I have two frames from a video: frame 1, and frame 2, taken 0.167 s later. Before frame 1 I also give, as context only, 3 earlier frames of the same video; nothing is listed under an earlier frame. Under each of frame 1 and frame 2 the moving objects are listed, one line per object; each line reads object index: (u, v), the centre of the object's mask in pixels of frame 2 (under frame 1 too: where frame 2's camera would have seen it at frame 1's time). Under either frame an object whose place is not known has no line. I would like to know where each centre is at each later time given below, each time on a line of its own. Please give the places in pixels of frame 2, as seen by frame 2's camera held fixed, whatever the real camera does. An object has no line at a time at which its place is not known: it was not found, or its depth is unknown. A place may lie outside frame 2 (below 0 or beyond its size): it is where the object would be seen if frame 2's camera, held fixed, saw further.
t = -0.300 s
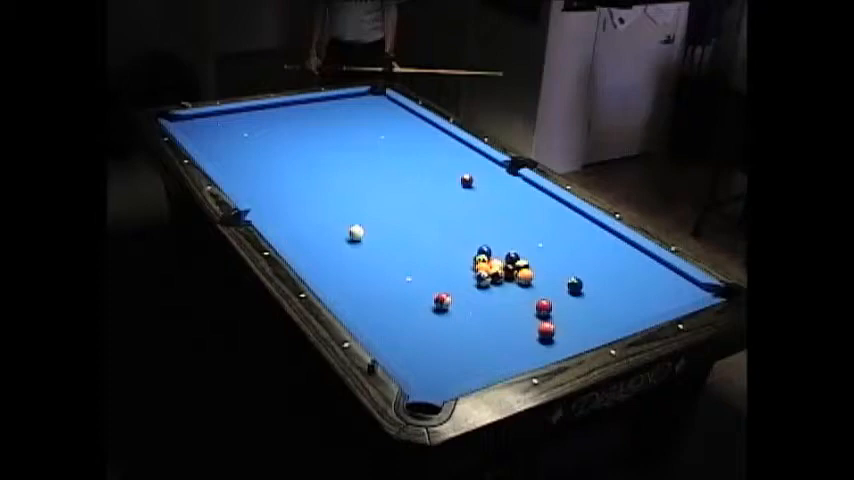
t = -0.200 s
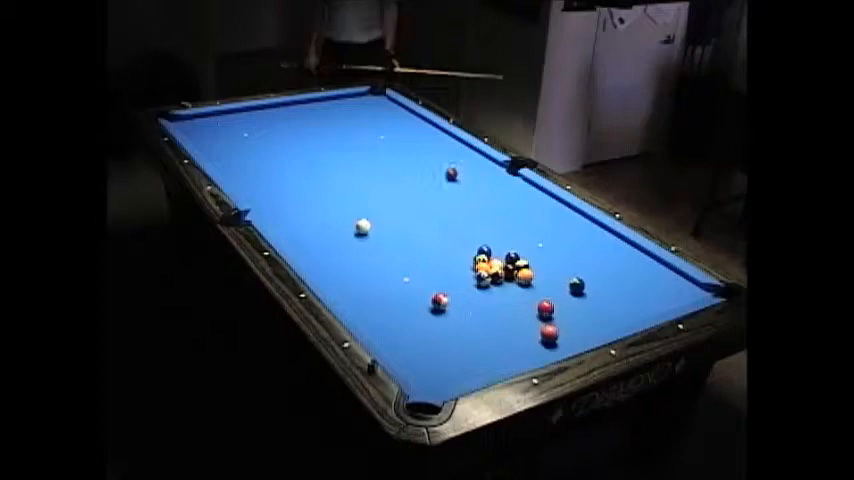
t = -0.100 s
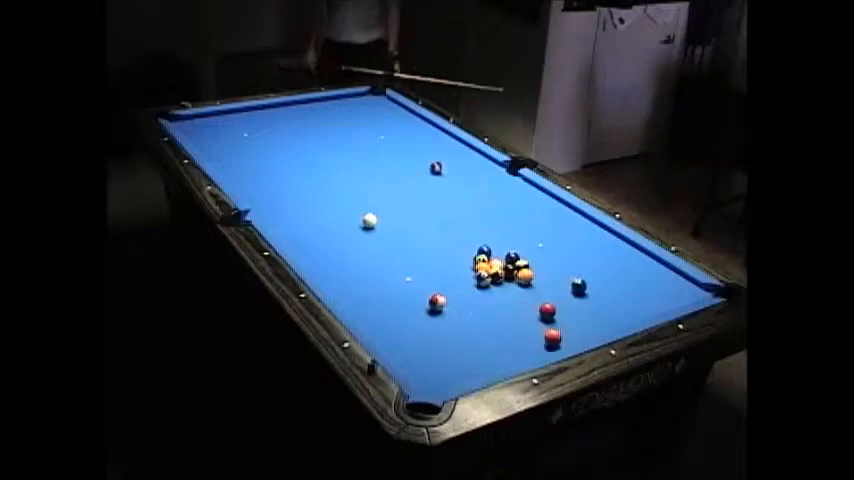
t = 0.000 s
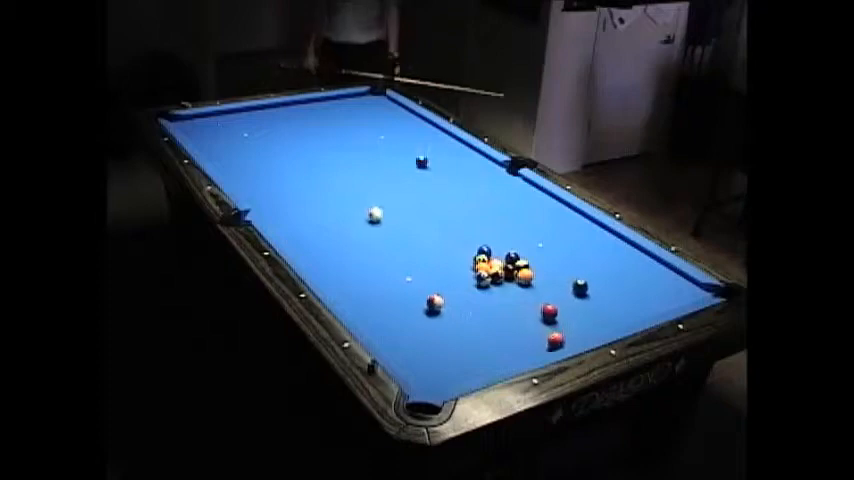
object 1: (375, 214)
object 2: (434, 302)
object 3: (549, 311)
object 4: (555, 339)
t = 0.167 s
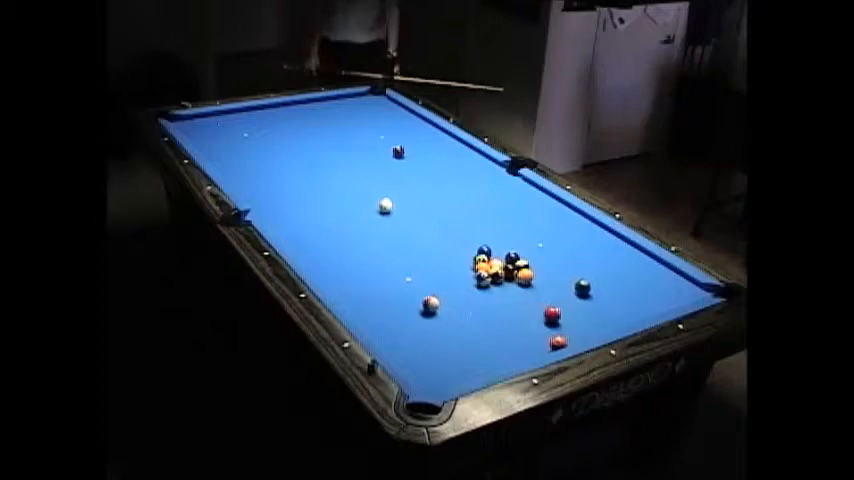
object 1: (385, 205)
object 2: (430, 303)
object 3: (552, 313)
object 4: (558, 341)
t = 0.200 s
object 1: (387, 204)
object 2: (430, 304)
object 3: (552, 314)
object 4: (558, 341)
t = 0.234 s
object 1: (388, 202)
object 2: (429, 304)
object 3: (553, 314)
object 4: (557, 341)
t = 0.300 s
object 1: (392, 198)
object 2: (427, 304)
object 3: (553, 315)
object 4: (555, 340)
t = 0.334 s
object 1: (394, 197)
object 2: (427, 304)
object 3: (553, 315)
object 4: (555, 341)
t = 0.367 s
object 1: (396, 196)
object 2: (426, 305)
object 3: (554, 316)
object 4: (553, 340)
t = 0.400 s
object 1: (397, 193)
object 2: (426, 305)
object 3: (555, 316)
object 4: (553, 339)
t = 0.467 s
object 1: (401, 190)
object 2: (424, 305)
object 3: (556, 316)
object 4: (551, 338)
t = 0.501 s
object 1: (402, 189)
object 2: (424, 305)
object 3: (556, 316)
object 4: (550, 338)
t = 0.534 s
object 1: (404, 187)
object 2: (423, 305)
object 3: (556, 317)
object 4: (549, 338)
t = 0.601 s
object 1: (407, 184)
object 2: (422, 306)
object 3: (557, 317)
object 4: (548, 337)
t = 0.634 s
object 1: (409, 183)
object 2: (422, 306)
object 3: (558, 317)
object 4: (547, 337)
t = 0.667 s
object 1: (410, 181)
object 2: (421, 305)
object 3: (558, 317)
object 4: (546, 336)
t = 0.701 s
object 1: (412, 180)
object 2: (421, 306)
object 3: (559, 318)
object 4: (546, 335)
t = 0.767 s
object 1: (415, 177)
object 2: (420, 306)
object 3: (559, 318)
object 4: (544, 335)
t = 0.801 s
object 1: (416, 175)
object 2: (420, 306)
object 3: (559, 318)
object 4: (544, 335)
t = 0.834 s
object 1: (417, 174)
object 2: (420, 306)
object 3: (559, 319)
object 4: (543, 334)
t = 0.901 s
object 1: (421, 171)
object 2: (419, 306)
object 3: (560, 319)
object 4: (542, 334)
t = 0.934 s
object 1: (422, 170)
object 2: (418, 306)
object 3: (560, 319)
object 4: (542, 334)
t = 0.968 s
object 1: (423, 169)
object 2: (418, 306)
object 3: (560, 319)
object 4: (541, 334)
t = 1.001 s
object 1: (424, 167)
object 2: (418, 306)
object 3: (560, 319)
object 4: (541, 334)
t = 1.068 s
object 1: (427, 165)
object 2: (418, 306)
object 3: (561, 320)
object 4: (539, 332)
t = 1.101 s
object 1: (428, 164)
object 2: (418, 306)
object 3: (560, 319)
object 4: (539, 332)
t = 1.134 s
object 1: (430, 162)
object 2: (418, 307)
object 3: (561, 320)
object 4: (538, 332)
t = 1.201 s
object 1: (432, 160)
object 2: (417, 307)
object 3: (561, 319)
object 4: (538, 332)
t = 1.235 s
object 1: (433, 159)
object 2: (417, 307)
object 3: (561, 320)
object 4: (537, 331)
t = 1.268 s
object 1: (434, 158)
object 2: (417, 307)
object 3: (561, 320)
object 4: (537, 331)
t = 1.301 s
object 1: (436, 157)
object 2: (417, 307)
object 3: (561, 319)
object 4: (537, 330)
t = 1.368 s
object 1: (438, 154)
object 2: (417, 307)
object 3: (561, 319)
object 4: (537, 330)
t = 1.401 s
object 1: (440, 154)
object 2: (417, 307)
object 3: (561, 319)
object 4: (536, 330)
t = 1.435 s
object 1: (440, 153)
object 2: (417, 307)
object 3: (561, 319)
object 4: (536, 330)
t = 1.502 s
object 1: (443, 150)
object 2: (417, 307)
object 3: (561, 319)
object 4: (536, 330)
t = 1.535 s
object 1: (443, 149)
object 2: (417, 307)
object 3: (561, 319)
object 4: (536, 330)
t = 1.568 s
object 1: (445, 148)
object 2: (417, 307)
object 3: (561, 319)
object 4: (536, 330)
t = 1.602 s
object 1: (446, 147)
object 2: (417, 307)
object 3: (561, 319)
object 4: (536, 330)
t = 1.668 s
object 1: (448, 145)
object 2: (417, 307)
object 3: (561, 319)
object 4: (536, 329)
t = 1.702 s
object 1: (449, 145)
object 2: (417, 307)
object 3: (561, 319)
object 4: (536, 329)
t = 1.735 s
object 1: (450, 144)
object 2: (417, 307)
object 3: (561, 319)
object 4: (536, 329)
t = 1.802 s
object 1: (453, 142)
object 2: (417, 307)
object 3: (561, 319)
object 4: (536, 329)
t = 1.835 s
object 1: (454, 141)
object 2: (417, 307)
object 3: (561, 319)
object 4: (535, 329)
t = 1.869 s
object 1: (455, 140)
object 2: (417, 307)
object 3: (561, 319)
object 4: (535, 329)
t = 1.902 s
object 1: (455, 139)
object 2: (417, 307)
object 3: (561, 319)
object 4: (535, 329)
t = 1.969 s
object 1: (453, 138)
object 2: (417, 307)
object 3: (561, 319)
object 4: (535, 329)
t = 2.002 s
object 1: (451, 138)
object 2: (417, 307)
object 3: (561, 319)
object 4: (535, 329)
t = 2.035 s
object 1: (449, 138)
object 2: (417, 307)
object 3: (561, 319)
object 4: (535, 329)
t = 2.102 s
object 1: (446, 138)
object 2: (417, 307)
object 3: (561, 319)
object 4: (535, 329)
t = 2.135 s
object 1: (445, 138)
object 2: (417, 307)
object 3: (561, 319)
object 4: (535, 329)
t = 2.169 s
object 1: (443, 137)
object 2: (417, 307)
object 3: (561, 319)
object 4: (535, 329)
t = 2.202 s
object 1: (441, 137)
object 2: (417, 307)
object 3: (561, 319)
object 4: (535, 329)
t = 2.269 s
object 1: (439, 137)
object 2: (417, 307)
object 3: (561, 319)
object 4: (535, 329)
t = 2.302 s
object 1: (437, 137)
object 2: (417, 307)
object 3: (561, 319)
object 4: (535, 329)
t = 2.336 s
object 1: (435, 136)
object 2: (417, 307)
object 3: (561, 319)
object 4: (535, 329)
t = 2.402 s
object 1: (432, 136)
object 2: (417, 307)
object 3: (561, 319)
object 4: (535, 329)
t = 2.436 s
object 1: (431, 136)
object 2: (417, 307)
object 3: (561, 319)
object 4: (535, 329)
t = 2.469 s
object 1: (430, 136)
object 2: (417, 307)
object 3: (561, 319)
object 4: (535, 329)
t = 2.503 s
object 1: (429, 136)
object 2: (417, 306)
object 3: (561, 319)
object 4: (535, 329)
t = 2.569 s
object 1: (426, 136)
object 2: (417, 306)
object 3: (561, 319)
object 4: (535, 329)
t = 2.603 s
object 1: (424, 136)
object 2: (417, 306)
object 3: (561, 319)
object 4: (535, 329)
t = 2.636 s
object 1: (423, 136)
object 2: (417, 306)
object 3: (561, 319)
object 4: (535, 329)
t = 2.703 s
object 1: (421, 136)
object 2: (417, 306)
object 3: (561, 319)
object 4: (535, 329)
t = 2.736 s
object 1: (419, 136)
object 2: (417, 306)
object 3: (561, 319)
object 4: (535, 329)
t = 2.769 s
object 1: (418, 135)
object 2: (417, 306)
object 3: (561, 319)
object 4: (535, 329)
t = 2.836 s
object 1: (415, 135)
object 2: (417, 306)
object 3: (561, 319)
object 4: (535, 329)
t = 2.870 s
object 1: (414, 135)
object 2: (417, 306)
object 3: (561, 319)
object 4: (535, 329)
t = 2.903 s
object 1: (413, 135)
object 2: (417, 306)
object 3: (561, 319)
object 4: (535, 329)
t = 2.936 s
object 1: (411, 135)
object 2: (417, 306)
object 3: (561, 319)
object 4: (535, 329)
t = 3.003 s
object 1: (410, 135)
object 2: (417, 306)
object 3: (561, 319)
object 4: (535, 329)
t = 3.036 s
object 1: (408, 134)
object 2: (417, 307)
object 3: (561, 320)
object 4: (535, 329)
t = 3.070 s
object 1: (407, 135)
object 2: (417, 307)
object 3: (561, 320)
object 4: (535, 329)
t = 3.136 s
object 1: (405, 135)
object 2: (417, 307)
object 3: (561, 320)
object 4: (535, 329)
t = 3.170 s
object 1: (404, 134)
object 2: (417, 307)
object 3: (561, 320)
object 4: (535, 329)
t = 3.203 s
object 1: (403, 134)
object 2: (417, 306)
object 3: (561, 320)
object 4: (535, 329)
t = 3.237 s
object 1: (401, 134)
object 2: (417, 307)
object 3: (561, 320)
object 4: (535, 329)
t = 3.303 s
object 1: (400, 134)
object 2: (417, 307)
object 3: (561, 320)
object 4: (535, 329)
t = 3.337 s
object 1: (399, 134)
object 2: (417, 307)
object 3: (561, 320)
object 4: (535, 329)
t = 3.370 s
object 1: (398, 134)
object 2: (417, 307)
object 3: (561, 320)
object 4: (535, 329)
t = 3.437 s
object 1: (396, 133)
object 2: (417, 307)
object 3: (561, 320)
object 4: (535, 329)
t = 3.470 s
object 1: (395, 133)
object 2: (417, 307)
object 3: (561, 320)
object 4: (535, 329)
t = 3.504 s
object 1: (394, 133)
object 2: (417, 307)
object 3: (561, 320)
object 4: (535, 329)
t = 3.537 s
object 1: (393, 133)
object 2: (417, 307)
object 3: (561, 320)
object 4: (535, 329)
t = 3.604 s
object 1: (391, 133)
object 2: (417, 306)
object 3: (561, 320)
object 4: (535, 329)
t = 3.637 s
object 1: (391, 133)
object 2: (417, 306)
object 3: (561, 320)
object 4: (535, 329)
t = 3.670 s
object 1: (390, 133)
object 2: (417, 306)
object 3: (561, 320)
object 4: (535, 329)
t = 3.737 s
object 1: (388, 133)
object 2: (417, 306)
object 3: (561, 320)
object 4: (535, 329)
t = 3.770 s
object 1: (387, 133)
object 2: (417, 306)
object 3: (561, 320)
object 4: (535, 329)
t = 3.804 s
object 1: (387, 133)
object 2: (417, 306)
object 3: (561, 320)
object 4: (535, 329)
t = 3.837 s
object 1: (386, 133)
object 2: (417, 306)
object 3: (561, 320)
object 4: (535, 329)
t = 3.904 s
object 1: (385, 132)
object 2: (417, 306)
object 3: (561, 320)
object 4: (535, 329)
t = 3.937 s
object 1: (384, 133)
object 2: (417, 306)
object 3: (561, 320)
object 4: (535, 329)
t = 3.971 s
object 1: (383, 132)
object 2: (417, 307)
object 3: (561, 320)
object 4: (535, 329)
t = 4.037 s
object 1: (382, 132)
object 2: (417, 306)
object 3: (561, 320)
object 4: (535, 329)
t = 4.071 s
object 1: (382, 132)
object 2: (417, 306)
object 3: (561, 320)
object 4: (535, 329)
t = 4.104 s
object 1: (381, 132)
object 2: (417, 306)
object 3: (561, 320)
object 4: (535, 329)
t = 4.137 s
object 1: (381, 132)
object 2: (417, 306)
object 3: (561, 320)
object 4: (535, 329)
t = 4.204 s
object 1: (380, 132)
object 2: (417, 306)
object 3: (561, 320)
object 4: (535, 329)
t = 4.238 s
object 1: (379, 132)
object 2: (417, 306)
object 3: (561, 320)
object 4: (535, 329)
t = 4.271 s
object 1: (378, 132)
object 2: (417, 306)
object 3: (561, 320)
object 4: (535, 329)
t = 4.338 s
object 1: (378, 132)
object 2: (417, 306)
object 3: (561, 320)
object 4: (535, 329)
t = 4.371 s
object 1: (377, 132)
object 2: (417, 306)
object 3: (561, 320)
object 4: (535, 329)
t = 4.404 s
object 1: (376, 132)
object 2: (417, 306)
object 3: (561, 320)
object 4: (535, 329)
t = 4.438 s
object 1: (376, 132)
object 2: (417, 306)
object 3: (561, 320)
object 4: (535, 329)
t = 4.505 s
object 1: (375, 132)
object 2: (417, 306)
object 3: (561, 320)
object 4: (535, 329)
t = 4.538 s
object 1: (375, 132)
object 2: (417, 307)
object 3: (561, 320)
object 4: (535, 329)
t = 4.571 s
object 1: (375, 132)
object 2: (417, 307)
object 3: (561, 320)
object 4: (535, 329)
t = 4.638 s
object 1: (373, 132)
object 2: (417, 307)
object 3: (561, 320)
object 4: (535, 329)
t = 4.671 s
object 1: (373, 132)
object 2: (417, 307)
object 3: (561, 320)
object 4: (535, 329)
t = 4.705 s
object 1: (373, 132)
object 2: (417, 307)
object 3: (561, 320)
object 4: (535, 329)
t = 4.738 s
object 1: (373, 132)
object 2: (417, 307)
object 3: (561, 320)
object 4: (535, 329)
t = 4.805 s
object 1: (373, 132)
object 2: (417, 307)
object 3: (561, 320)
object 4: (535, 329)
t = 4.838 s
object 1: (373, 132)
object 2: (417, 307)
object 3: (561, 320)
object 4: (535, 329)
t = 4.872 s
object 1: (372, 132)
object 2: (417, 307)
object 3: (561, 320)
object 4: (535, 329)
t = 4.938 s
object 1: (372, 132)
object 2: (417, 307)
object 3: (561, 320)
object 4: (535, 329)
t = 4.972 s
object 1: (371, 132)
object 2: (417, 307)
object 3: (561, 320)
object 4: (535, 329)
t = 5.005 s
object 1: (371, 132)
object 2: (417, 307)
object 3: (561, 319)
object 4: (535, 329)
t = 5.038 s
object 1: (370, 132)
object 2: (417, 307)
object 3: (561, 320)
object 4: (535, 329)
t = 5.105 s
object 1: (370, 132)
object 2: (417, 307)
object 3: (561, 320)
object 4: (535, 329)
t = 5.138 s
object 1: (370, 132)
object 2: (417, 307)
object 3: (561, 320)
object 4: (535, 329)
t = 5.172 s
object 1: (370, 132)
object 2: (417, 307)
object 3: (561, 320)
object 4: (535, 329)
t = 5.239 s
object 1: (370, 132)
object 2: (417, 307)
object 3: (561, 320)
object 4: (535, 329)
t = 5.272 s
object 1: (370, 132)
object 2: (417, 307)
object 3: (561, 320)
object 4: (535, 329)
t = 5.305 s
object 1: (370, 132)
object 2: (417, 307)
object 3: (561, 320)
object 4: (535, 329)
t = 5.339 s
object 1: (370, 132)
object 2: (417, 307)
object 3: (561, 320)
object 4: (535, 329)
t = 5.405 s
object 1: (370, 132)
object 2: (417, 307)
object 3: (561, 320)
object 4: (535, 329)
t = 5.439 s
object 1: (370, 132)
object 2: (417, 307)
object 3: (561, 320)
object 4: (535, 329)
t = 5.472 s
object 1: (370, 132)
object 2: (417, 307)
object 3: (561, 320)
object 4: (535, 329)
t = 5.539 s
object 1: (370, 132)
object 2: (417, 307)
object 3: (561, 320)
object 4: (535, 329)
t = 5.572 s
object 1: (370, 132)
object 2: (417, 307)
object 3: (561, 320)
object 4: (535, 329)
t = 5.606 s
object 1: (370, 132)
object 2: (417, 307)
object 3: (561, 320)
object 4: (535, 329)
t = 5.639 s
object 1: (370, 132)
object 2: (417, 307)
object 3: (561, 320)
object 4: (535, 329)
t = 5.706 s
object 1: (370, 132)
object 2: (417, 307)
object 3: (561, 320)
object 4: (535, 329)
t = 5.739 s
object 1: (370, 132)
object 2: (417, 307)
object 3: (561, 320)
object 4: (535, 329)
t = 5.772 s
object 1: (370, 132)
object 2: (417, 307)
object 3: (561, 320)
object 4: (535, 329)
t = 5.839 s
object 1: (370, 132)
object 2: (417, 307)
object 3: (561, 320)
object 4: (535, 329)
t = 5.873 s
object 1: (370, 132)
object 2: (417, 307)
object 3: (561, 320)
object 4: (535, 329)
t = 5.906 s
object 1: (370, 132)
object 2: (417, 307)
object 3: (561, 320)
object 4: (535, 329)
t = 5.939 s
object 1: (370, 132)
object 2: (417, 307)
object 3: (561, 320)
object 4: (535, 329)
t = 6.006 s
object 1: (370, 132)
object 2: (417, 307)
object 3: (561, 320)
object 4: (535, 329)
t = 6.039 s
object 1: (370, 132)
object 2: (417, 307)
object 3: (561, 320)
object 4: (535, 329)
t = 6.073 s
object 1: (370, 132)
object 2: (417, 307)
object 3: (561, 320)
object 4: (535, 329)
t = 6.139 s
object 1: (370, 132)
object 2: (417, 307)
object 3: (561, 320)
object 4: (535, 329)
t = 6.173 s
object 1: (370, 132)
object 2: (417, 307)
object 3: (561, 320)
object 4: (535, 329)
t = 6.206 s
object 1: (370, 132)
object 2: (417, 307)
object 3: (561, 320)
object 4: (535, 329)
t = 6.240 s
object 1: (370, 131)
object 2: (417, 307)
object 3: (561, 320)
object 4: (535, 329)
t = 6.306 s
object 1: (370, 131)
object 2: (417, 307)
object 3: (561, 320)
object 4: (535, 329)
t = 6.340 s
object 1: (370, 131)
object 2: (417, 307)
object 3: (561, 320)
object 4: (535, 329)
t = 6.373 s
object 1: (370, 131)
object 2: (417, 307)
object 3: (561, 320)
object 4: (535, 329)
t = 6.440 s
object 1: (370, 132)
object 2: (417, 307)
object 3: (561, 320)
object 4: (535, 329)
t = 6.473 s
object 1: (370, 131)
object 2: (417, 307)
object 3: (561, 320)
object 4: (535, 329)
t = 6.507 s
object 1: (370, 132)
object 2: (417, 307)
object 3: (561, 320)
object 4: (535, 329)
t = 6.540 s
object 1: (370, 131)
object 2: (417, 307)
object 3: (561, 320)
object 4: (535, 329)
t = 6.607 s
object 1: (370, 131)
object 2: (417, 307)
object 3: (561, 320)
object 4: (535, 329)
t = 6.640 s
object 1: (370, 132)
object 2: (417, 307)
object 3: (561, 320)
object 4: (535, 329)
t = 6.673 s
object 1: (370, 132)
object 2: (417, 307)
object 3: (561, 320)
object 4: (535, 329)
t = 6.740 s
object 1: (370, 132)
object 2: (417, 307)
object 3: (561, 320)
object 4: (535, 329)
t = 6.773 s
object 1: (370, 132)
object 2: (417, 307)
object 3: (561, 320)
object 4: (535, 329)
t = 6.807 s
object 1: (370, 132)
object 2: (417, 307)
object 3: (561, 320)
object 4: (535, 329)
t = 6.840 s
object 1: (370, 132)
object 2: (417, 307)
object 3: (561, 320)
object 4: (535, 329)
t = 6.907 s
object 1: (370, 132)
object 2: (417, 307)
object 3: (561, 320)
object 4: (535, 329)
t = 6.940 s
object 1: (370, 132)
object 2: (417, 307)
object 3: (561, 320)
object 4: (535, 329)
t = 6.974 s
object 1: (370, 132)
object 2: (417, 307)
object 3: (561, 320)
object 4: (535, 329)
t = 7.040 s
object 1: (370, 132)
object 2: (417, 307)
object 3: (561, 320)
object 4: (535, 329)
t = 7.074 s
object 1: (370, 132)
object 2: (417, 307)
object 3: (561, 320)
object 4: (535, 329)
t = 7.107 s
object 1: (370, 132)
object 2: (417, 307)
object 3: (561, 320)
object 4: (535, 329)
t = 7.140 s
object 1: (370, 132)
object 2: (417, 307)
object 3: (561, 320)
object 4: (535, 329)
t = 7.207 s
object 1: (370, 132)
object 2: (417, 307)
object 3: (561, 320)
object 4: (535, 329)
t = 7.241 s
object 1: (370, 132)
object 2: (417, 307)
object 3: (561, 320)
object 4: (535, 329)
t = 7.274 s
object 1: (370, 132)
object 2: (417, 307)
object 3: (561, 320)
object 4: (535, 329)
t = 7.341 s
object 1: (370, 132)
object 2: (417, 307)
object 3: (561, 320)
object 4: (535, 329)
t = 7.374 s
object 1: (370, 132)
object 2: (417, 307)
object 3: (561, 320)
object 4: (535, 329)
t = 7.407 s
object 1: (370, 132)
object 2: (417, 307)
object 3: (561, 320)
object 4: (535, 329)
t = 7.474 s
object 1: (370, 132)
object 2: (417, 307)
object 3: (561, 320)
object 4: (535, 329)
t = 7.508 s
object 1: (370, 132)
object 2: (417, 307)
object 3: (561, 320)
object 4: (535, 329)
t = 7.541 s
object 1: (370, 132)
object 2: (417, 307)
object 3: (561, 320)
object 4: (535, 329)
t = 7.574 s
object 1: (370, 132)
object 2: (417, 307)
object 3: (561, 320)
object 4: (535, 329)
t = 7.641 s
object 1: (370, 132)
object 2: (417, 307)
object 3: (561, 320)
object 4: (535, 329)
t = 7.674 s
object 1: (370, 132)
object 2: (417, 307)
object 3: (561, 320)
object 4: (535, 329)
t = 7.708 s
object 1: (370, 132)
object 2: (417, 307)
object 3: (561, 320)
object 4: (535, 329)
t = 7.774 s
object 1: (370, 132)
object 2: (417, 307)
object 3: (561, 320)
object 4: (535, 329)
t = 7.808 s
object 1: (370, 132)
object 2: (417, 307)
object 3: (561, 320)
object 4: (535, 329)
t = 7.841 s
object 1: (370, 132)
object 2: (417, 307)
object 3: (561, 320)
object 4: (535, 329)
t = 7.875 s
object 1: (370, 132)
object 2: (417, 307)
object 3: (561, 320)
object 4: (535, 329)
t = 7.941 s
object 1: (370, 132)
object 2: (417, 307)
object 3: (561, 320)
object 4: (535, 329)
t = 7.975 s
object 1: (370, 132)
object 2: (417, 307)
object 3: (561, 320)
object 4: (535, 329)
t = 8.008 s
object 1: (370, 132)
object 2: (417, 307)
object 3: (561, 320)
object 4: (535, 329)
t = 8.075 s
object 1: (370, 132)
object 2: (417, 307)
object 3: (561, 320)
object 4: (535, 329)
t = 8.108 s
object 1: (370, 132)
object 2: (417, 307)
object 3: (561, 320)
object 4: (535, 329)
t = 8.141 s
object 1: (370, 132)
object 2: (417, 307)
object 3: (561, 320)
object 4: (535, 329)
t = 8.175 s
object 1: (370, 132)
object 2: (417, 307)
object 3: (561, 320)
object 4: (535, 329)
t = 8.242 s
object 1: (370, 132)
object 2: (417, 307)
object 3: (561, 320)
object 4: (535, 329)
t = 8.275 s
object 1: (370, 132)
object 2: (417, 307)
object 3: (561, 320)
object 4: (535, 329)
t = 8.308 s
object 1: (370, 132)
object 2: (417, 307)
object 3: (561, 320)
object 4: (535, 329)
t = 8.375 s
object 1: (370, 132)
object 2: (417, 307)
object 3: (561, 320)
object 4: (535, 329)
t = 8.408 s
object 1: (370, 132)
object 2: (417, 307)
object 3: (561, 320)
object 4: (535, 329)
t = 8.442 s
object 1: (370, 132)
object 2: (417, 307)
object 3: (561, 320)
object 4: (535, 329)
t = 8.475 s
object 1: (370, 132)
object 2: (417, 307)
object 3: (561, 320)
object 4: (535, 329)
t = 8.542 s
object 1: (370, 132)
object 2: (417, 307)
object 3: (561, 320)
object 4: (535, 329)
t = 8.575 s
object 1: (370, 132)
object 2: (417, 307)
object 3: (561, 320)
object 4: (535, 329)
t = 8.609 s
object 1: (370, 132)
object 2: (417, 307)
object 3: (561, 320)
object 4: (535, 329)
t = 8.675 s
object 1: (370, 132)
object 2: (417, 307)
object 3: (561, 320)
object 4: (535, 329)
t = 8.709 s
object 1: (370, 132)
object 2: (417, 307)
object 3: (561, 320)
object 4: (535, 329)
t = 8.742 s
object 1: (370, 132)
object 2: (417, 307)
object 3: (561, 320)
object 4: (535, 329)
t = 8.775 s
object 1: (370, 132)
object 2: (417, 307)
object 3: (561, 320)
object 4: (535, 329)
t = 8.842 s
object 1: (370, 132)
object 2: (417, 307)
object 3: (561, 320)
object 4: (535, 329)
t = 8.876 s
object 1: (370, 132)
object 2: (417, 307)
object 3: (561, 320)
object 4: (535, 329)
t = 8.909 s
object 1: (370, 132)
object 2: (417, 307)
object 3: (561, 320)
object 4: (535, 329)
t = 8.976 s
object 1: (370, 132)
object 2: (417, 307)
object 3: (561, 320)
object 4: (535, 329)
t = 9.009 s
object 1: (370, 132)
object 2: (417, 307)
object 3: (561, 320)
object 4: (535, 329)
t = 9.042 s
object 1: (370, 132)
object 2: (417, 307)
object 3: (561, 320)
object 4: (535, 329)
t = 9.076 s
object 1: (370, 132)
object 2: (417, 307)
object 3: (561, 320)
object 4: (535, 329)
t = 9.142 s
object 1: (370, 132)
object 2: (417, 307)
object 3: (561, 320)
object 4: (535, 329)
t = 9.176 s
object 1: (370, 132)
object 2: (417, 307)
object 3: (561, 320)
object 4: (535, 329)
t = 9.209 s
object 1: (370, 132)
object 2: (417, 307)
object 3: (561, 320)
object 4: (535, 329)
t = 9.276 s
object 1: (370, 132)
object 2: (417, 307)
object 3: (561, 320)
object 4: (535, 329)
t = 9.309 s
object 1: (370, 132)
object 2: (417, 307)
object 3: (561, 320)
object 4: (535, 329)
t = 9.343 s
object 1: (370, 132)
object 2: (417, 307)
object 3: (561, 320)
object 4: (535, 329)
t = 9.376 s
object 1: (370, 132)
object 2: (417, 307)
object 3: (561, 320)
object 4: (535, 329)
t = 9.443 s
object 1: (370, 132)
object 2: (417, 307)
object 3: (561, 320)
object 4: (535, 329)
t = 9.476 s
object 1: (370, 132)
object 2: (417, 307)
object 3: (561, 320)
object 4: (535, 329)
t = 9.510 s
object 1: (370, 132)
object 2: (417, 307)
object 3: (561, 320)
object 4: (535, 329)
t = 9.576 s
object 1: (370, 132)
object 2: (417, 307)
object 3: (561, 320)
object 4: (535, 329)
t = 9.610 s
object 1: (370, 132)
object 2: (417, 307)
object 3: (561, 320)
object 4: (535, 329)
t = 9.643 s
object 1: (370, 132)
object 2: (417, 307)
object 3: (561, 320)
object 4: (535, 329)
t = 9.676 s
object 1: (370, 132)
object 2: (417, 307)
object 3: (561, 320)
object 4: (535, 329)
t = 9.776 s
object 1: (370, 132)
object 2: (417, 307)
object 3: (561, 320)
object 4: (535, 329)
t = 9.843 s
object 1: (370, 132)
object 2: (417, 307)
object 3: (561, 320)
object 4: (535, 329)
